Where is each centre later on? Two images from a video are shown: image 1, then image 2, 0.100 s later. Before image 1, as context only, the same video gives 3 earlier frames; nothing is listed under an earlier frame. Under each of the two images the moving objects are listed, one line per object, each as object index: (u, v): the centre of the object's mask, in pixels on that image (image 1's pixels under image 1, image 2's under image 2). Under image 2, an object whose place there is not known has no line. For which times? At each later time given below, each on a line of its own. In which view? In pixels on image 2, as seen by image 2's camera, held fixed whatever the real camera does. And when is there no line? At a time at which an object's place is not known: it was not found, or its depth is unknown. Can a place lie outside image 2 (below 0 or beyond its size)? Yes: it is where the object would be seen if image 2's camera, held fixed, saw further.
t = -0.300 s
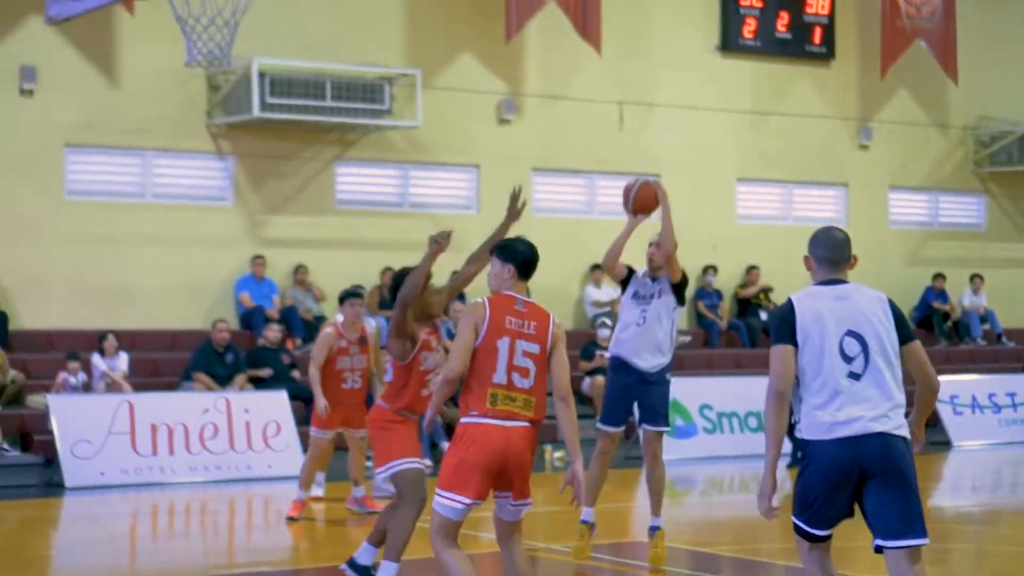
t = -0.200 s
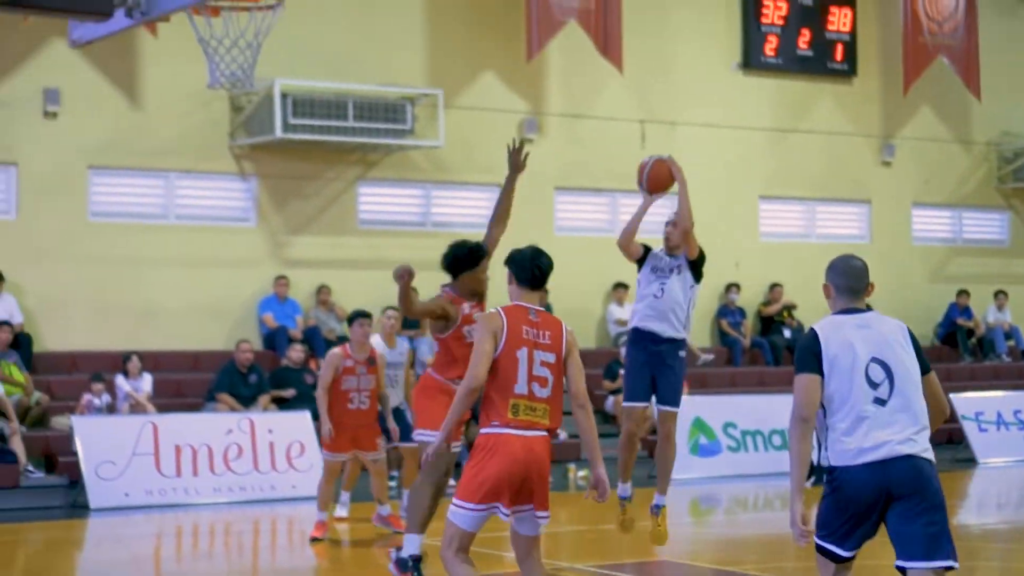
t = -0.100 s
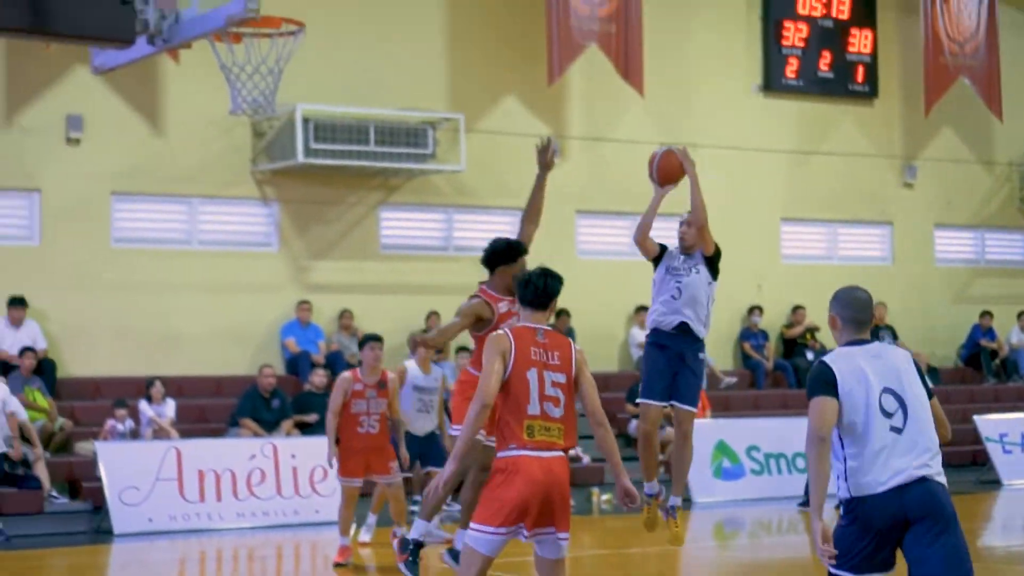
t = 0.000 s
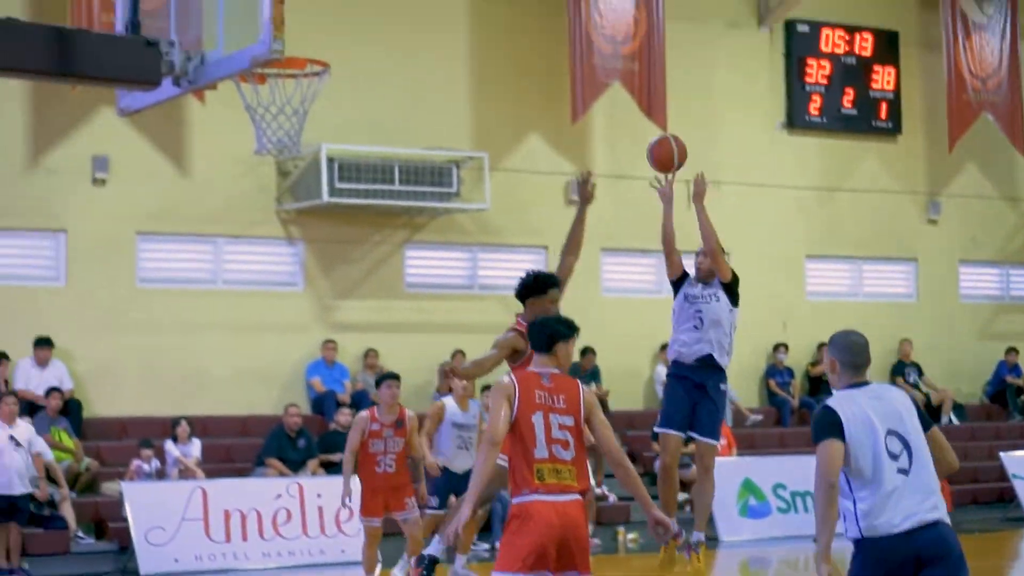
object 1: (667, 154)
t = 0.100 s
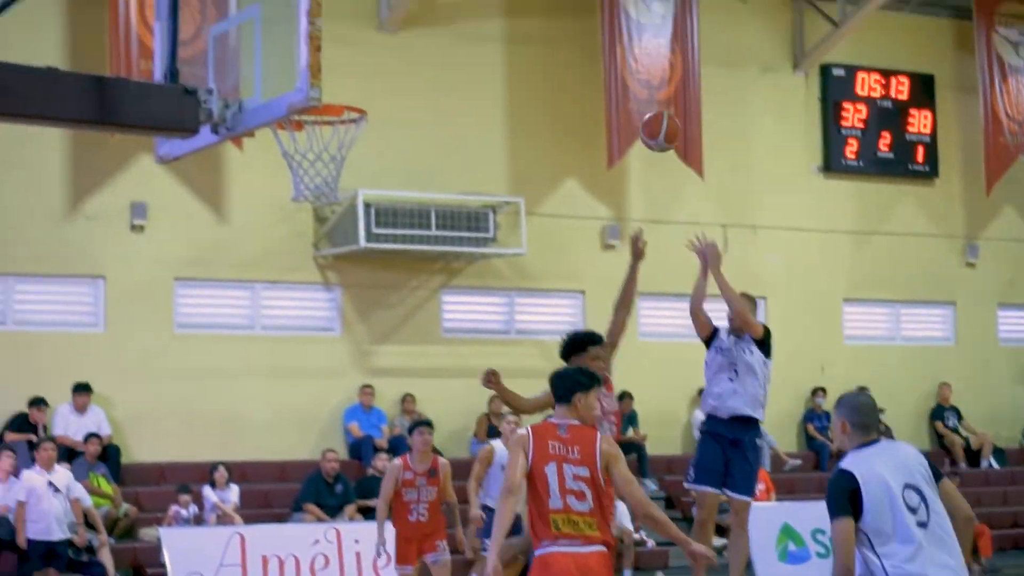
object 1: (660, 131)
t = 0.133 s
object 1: (645, 112)
